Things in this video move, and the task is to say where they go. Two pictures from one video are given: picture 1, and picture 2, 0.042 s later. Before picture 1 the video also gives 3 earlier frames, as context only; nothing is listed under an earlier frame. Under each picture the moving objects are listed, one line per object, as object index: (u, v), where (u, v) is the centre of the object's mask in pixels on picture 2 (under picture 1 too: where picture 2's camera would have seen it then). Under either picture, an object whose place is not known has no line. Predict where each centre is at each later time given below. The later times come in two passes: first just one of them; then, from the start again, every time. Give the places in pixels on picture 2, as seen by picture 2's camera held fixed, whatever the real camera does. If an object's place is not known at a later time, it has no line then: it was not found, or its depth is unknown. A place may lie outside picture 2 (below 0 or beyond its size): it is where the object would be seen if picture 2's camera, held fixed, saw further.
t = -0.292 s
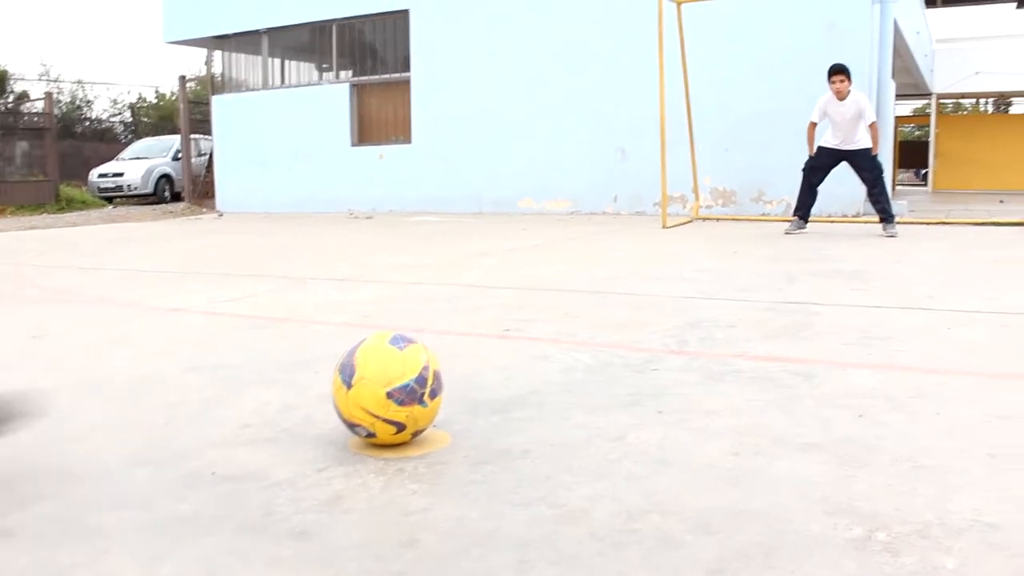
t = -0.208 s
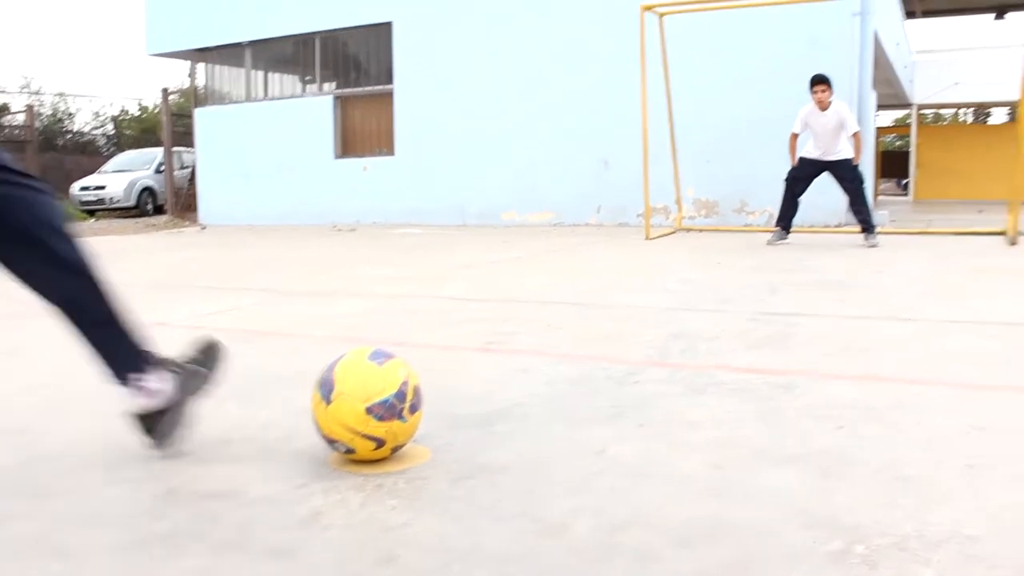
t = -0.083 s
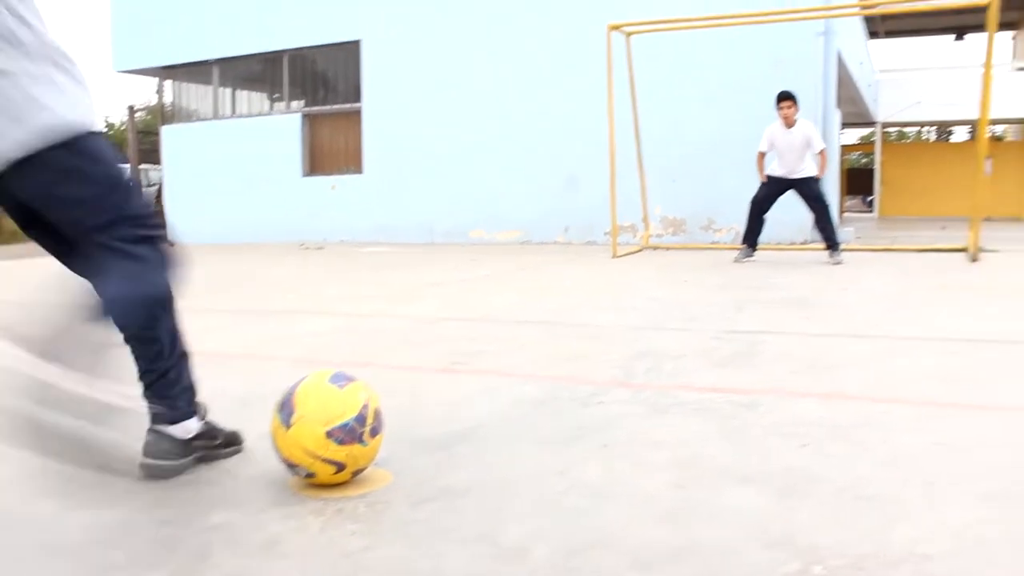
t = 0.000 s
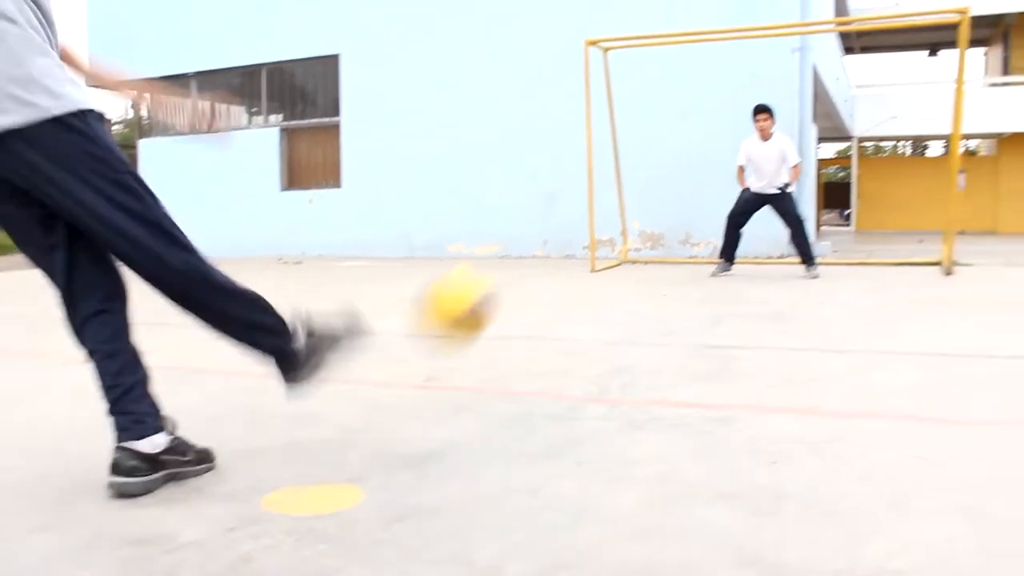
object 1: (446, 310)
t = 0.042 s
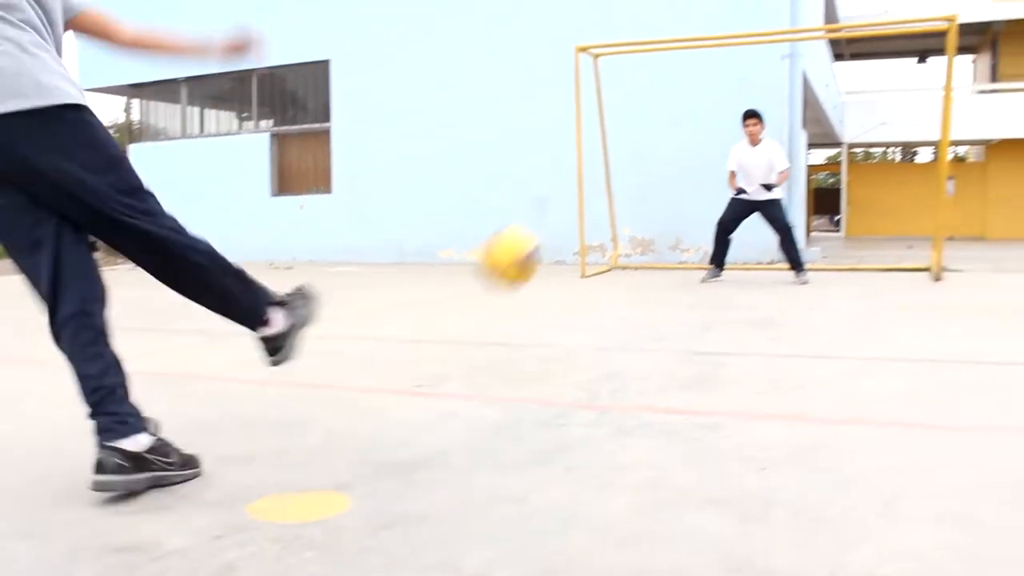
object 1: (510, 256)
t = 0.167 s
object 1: (604, 193)
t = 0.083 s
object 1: (550, 225)
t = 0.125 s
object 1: (581, 205)
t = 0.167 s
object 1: (604, 193)
